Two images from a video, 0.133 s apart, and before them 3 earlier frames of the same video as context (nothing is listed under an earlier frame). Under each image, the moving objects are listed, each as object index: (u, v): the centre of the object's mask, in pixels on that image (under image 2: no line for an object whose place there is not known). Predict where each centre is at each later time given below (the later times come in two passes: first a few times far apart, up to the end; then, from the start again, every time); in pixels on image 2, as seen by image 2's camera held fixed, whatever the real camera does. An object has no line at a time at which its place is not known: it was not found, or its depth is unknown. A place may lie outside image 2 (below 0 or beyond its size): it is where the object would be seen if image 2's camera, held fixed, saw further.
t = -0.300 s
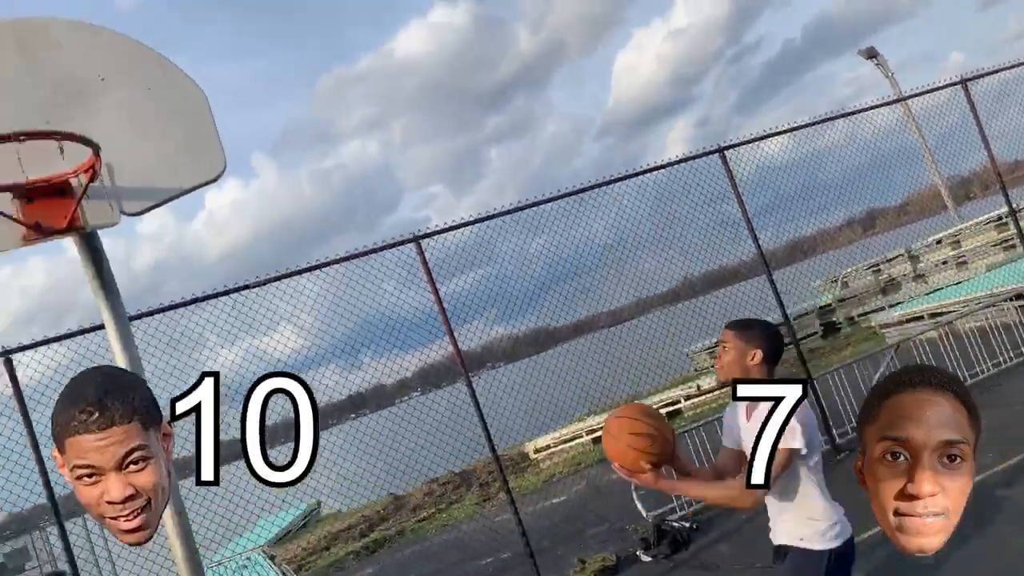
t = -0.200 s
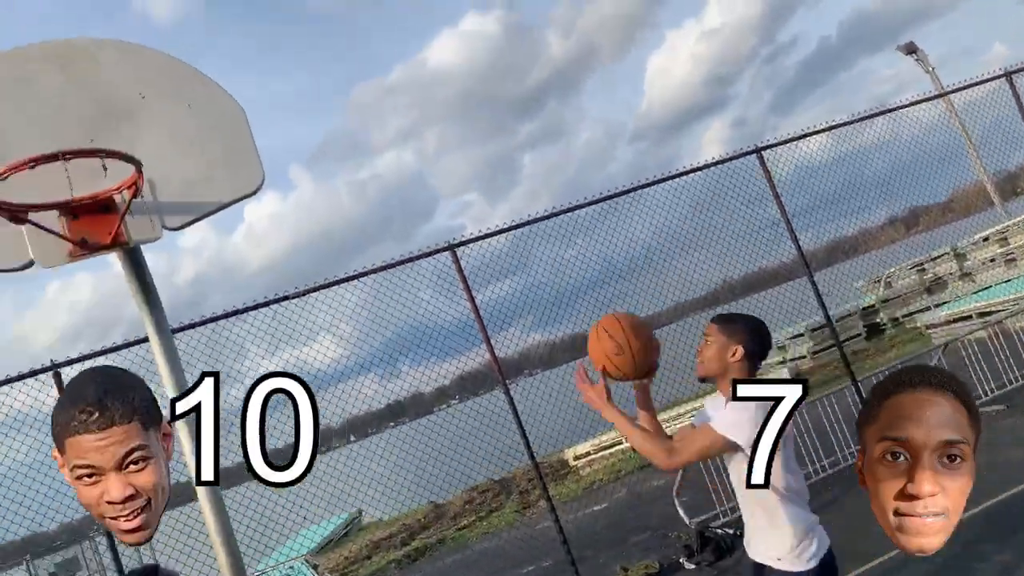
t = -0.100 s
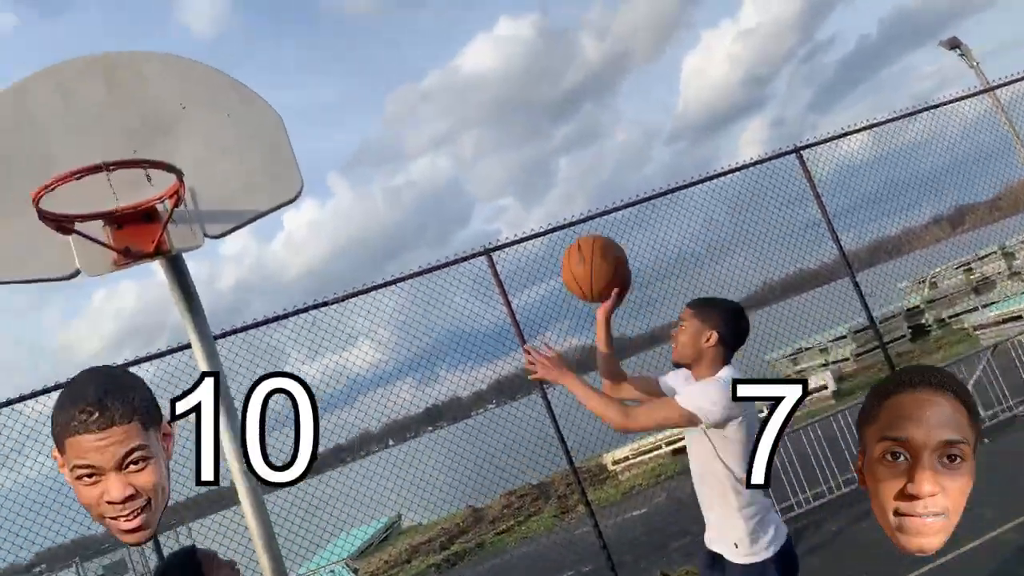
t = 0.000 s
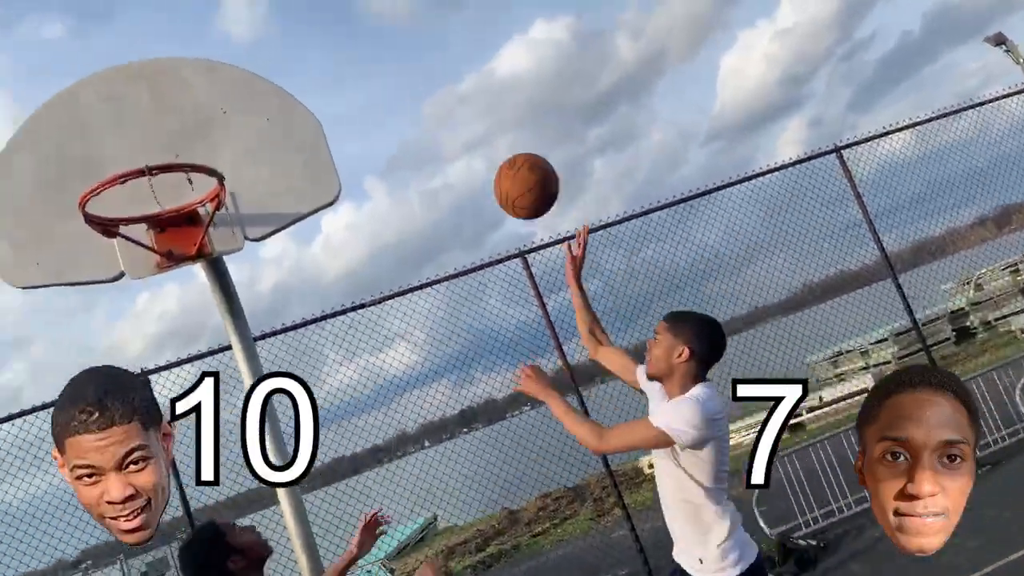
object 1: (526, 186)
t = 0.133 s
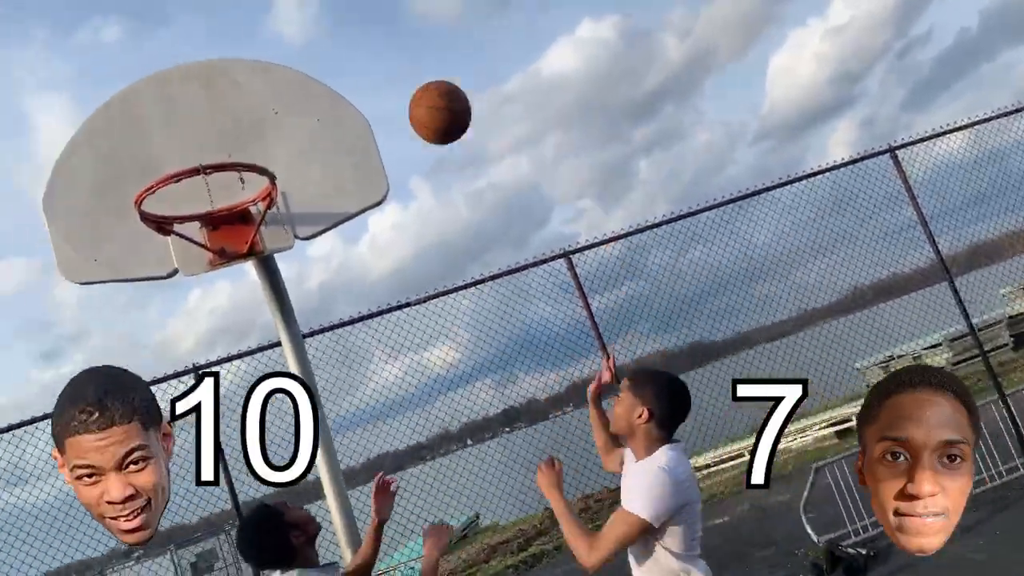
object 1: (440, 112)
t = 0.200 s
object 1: (385, 94)
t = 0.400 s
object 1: (251, 100)
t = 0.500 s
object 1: (202, 134)
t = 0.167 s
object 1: (411, 101)
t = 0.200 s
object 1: (385, 94)
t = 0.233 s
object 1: (359, 88)
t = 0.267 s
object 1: (335, 86)
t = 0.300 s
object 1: (312, 86)
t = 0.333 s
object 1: (290, 88)
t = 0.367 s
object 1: (270, 93)
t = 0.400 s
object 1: (251, 100)
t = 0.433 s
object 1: (234, 109)
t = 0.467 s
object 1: (217, 121)
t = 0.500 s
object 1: (202, 134)
